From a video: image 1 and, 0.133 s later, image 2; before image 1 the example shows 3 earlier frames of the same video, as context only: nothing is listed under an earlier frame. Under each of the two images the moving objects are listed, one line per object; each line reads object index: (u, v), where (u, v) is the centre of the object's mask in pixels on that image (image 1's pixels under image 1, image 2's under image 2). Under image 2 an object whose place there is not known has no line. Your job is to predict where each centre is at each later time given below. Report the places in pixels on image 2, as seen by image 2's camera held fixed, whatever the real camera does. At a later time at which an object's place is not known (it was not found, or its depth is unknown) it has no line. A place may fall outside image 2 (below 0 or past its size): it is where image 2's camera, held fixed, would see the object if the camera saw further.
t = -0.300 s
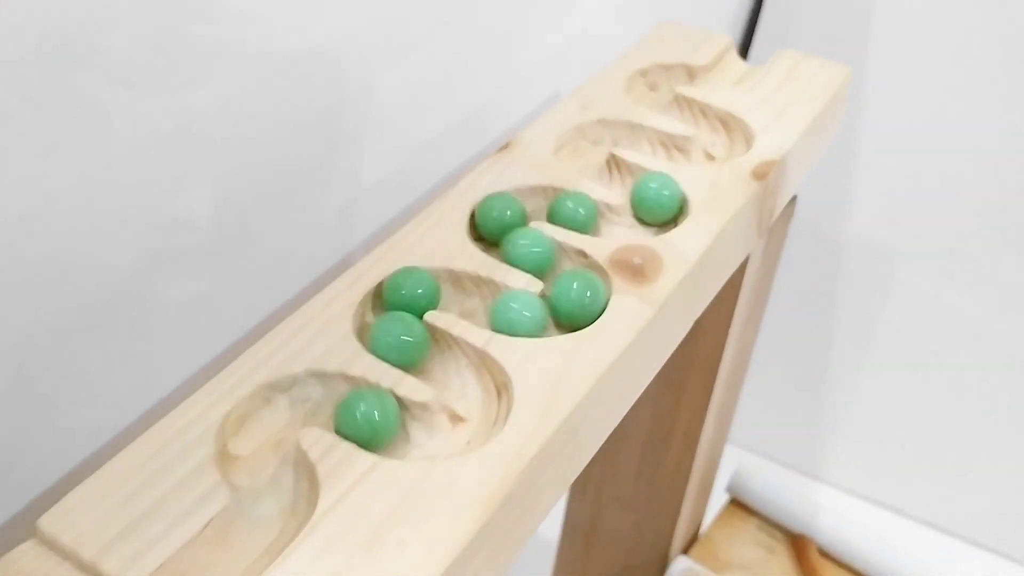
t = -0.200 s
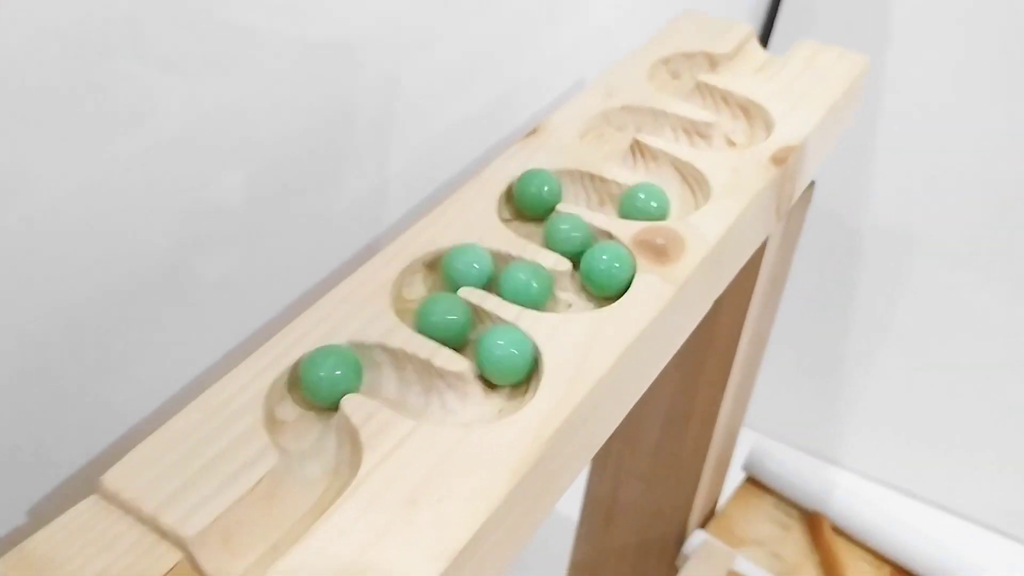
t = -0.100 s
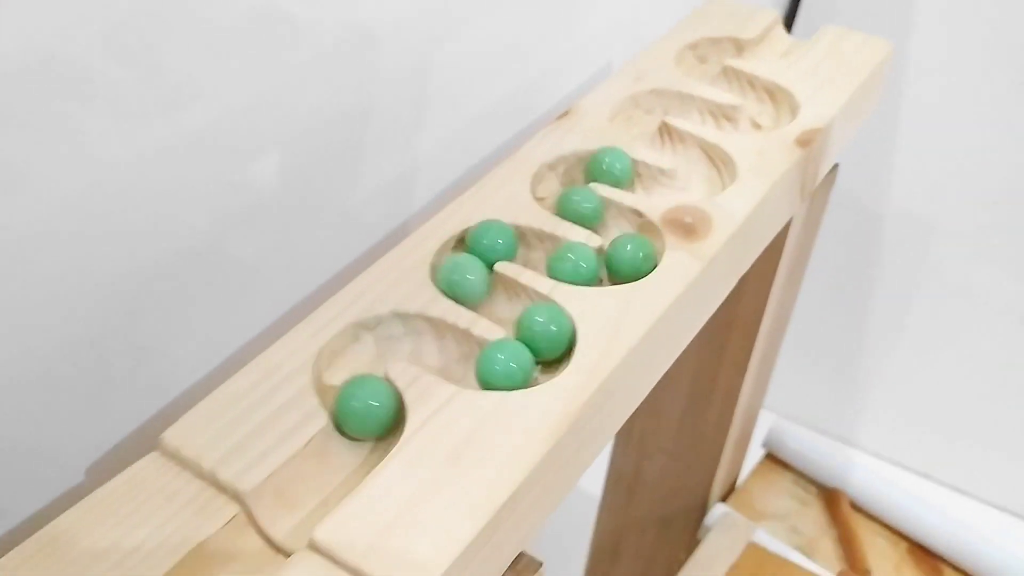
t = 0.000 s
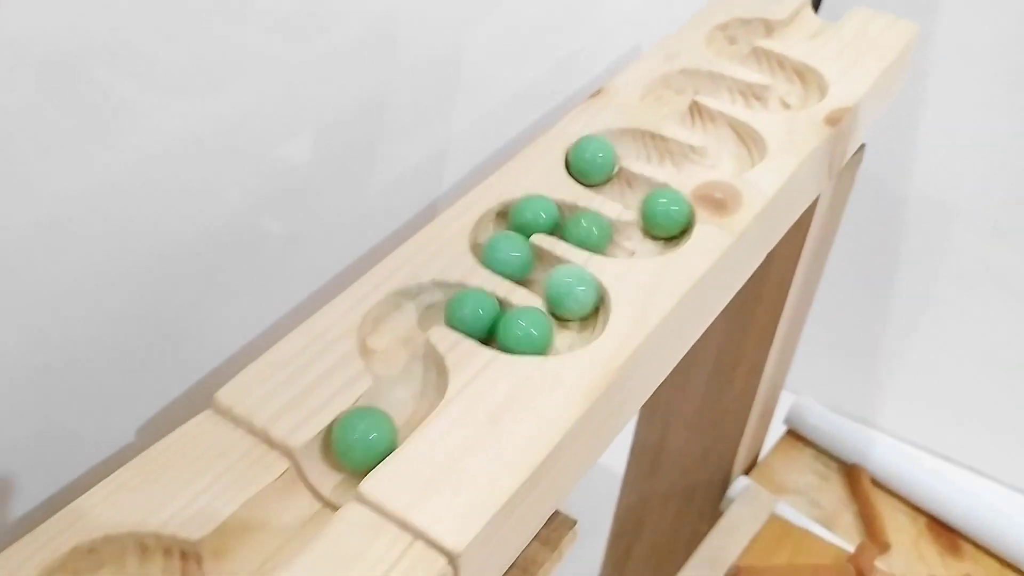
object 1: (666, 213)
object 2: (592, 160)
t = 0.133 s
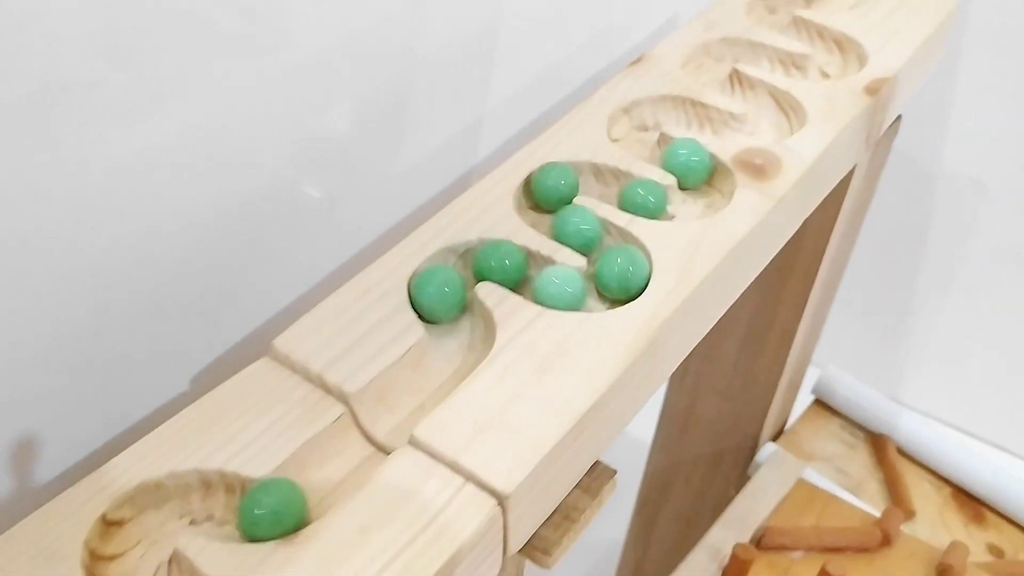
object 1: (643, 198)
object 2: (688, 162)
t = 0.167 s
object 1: (621, 190)
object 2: (701, 173)
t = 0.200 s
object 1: (598, 181)
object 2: (708, 185)
